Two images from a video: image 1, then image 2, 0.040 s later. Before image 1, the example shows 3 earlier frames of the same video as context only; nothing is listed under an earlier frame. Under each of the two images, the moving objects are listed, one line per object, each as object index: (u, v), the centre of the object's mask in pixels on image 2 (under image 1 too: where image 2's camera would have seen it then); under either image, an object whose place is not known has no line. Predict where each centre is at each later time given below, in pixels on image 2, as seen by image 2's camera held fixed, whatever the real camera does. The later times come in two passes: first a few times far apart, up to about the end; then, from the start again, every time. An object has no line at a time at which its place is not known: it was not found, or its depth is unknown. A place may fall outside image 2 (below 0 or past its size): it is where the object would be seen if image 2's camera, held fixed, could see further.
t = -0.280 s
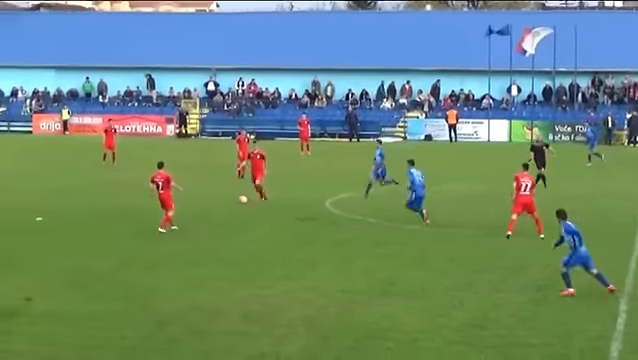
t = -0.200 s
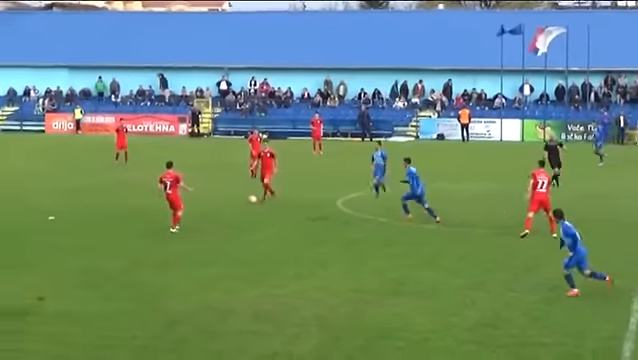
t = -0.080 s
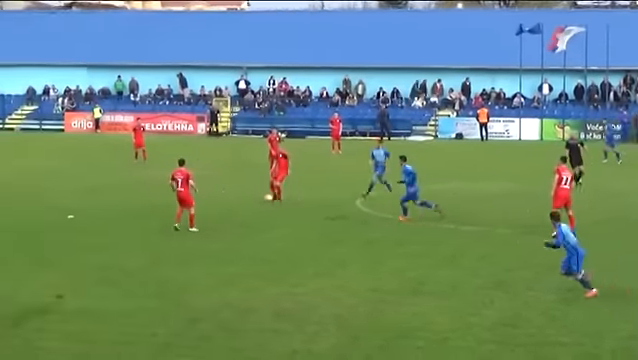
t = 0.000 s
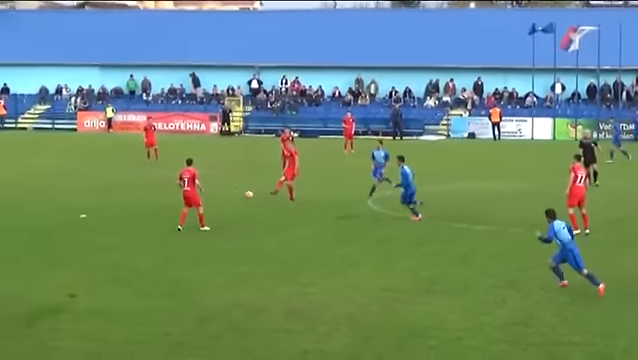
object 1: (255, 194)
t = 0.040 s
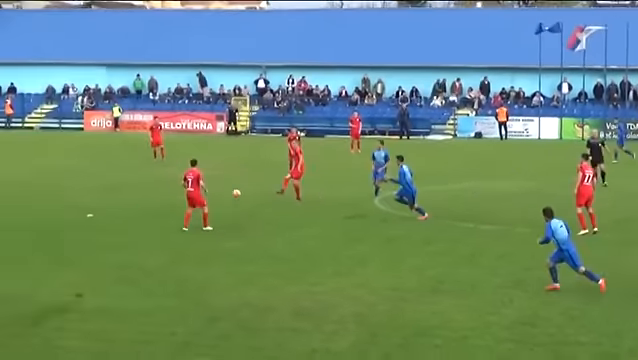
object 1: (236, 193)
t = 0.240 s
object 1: (139, 201)
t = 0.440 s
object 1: (37, 220)
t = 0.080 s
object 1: (217, 193)
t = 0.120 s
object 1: (198, 193)
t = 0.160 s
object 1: (177, 196)
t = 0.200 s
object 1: (159, 198)
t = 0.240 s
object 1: (139, 201)
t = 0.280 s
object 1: (118, 204)
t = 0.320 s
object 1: (98, 209)
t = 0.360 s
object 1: (77, 216)
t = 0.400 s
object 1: (56, 220)
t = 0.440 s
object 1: (37, 220)
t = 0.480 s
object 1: (18, 220)
